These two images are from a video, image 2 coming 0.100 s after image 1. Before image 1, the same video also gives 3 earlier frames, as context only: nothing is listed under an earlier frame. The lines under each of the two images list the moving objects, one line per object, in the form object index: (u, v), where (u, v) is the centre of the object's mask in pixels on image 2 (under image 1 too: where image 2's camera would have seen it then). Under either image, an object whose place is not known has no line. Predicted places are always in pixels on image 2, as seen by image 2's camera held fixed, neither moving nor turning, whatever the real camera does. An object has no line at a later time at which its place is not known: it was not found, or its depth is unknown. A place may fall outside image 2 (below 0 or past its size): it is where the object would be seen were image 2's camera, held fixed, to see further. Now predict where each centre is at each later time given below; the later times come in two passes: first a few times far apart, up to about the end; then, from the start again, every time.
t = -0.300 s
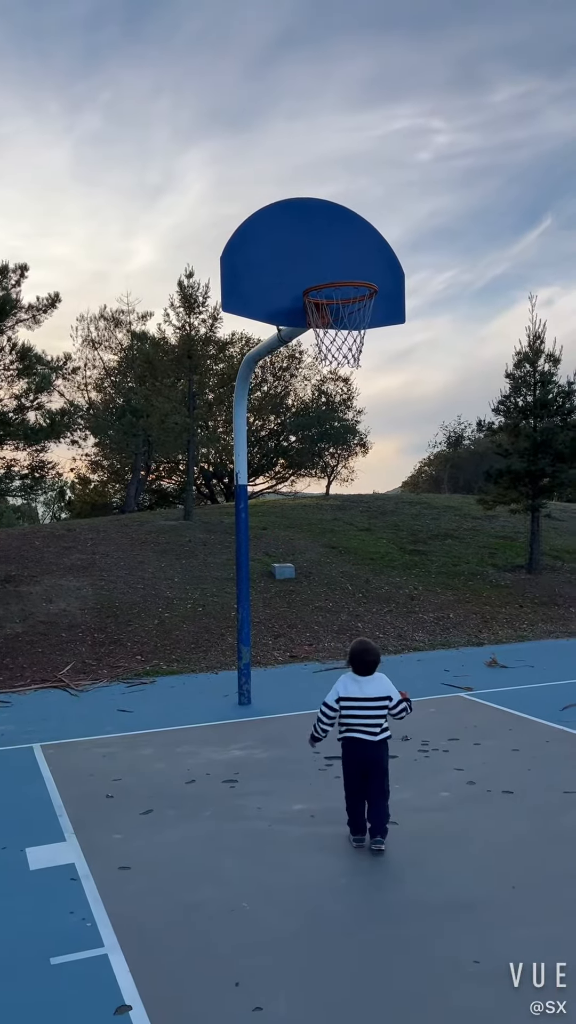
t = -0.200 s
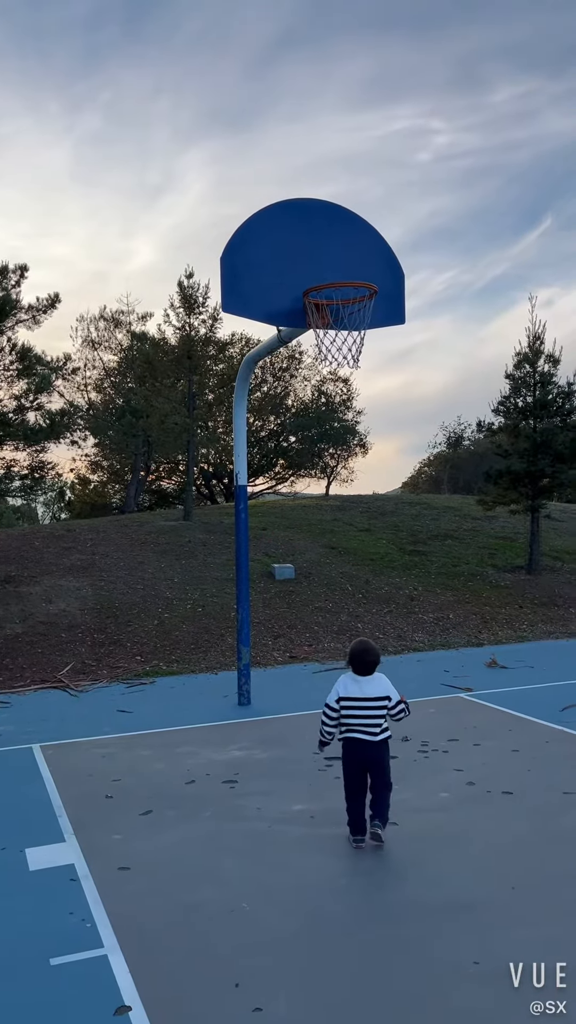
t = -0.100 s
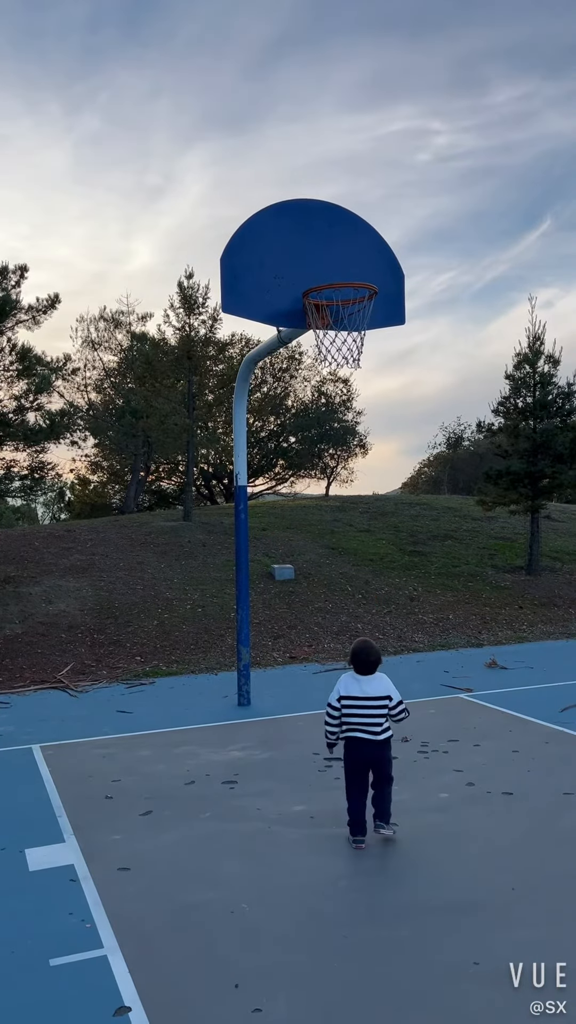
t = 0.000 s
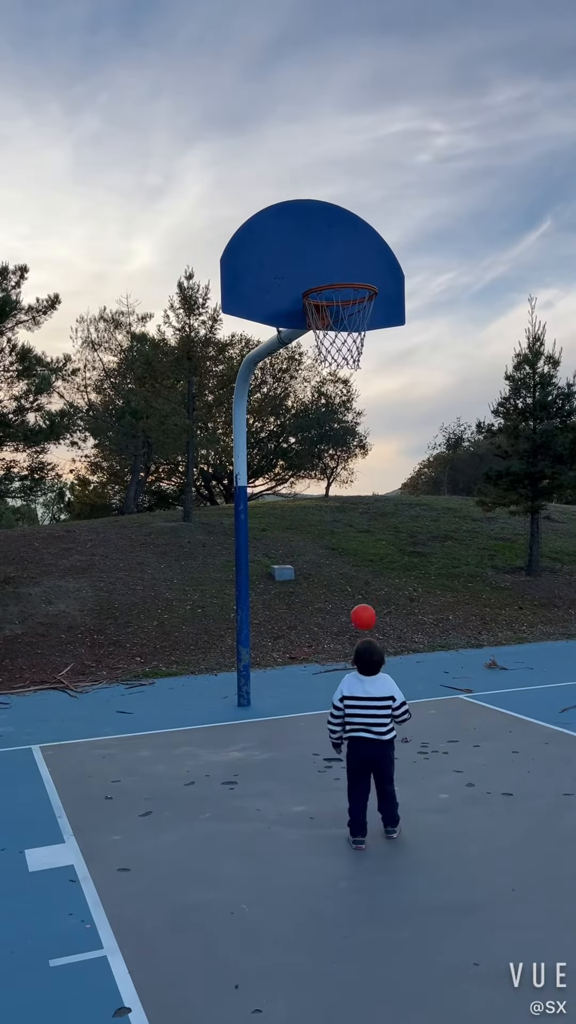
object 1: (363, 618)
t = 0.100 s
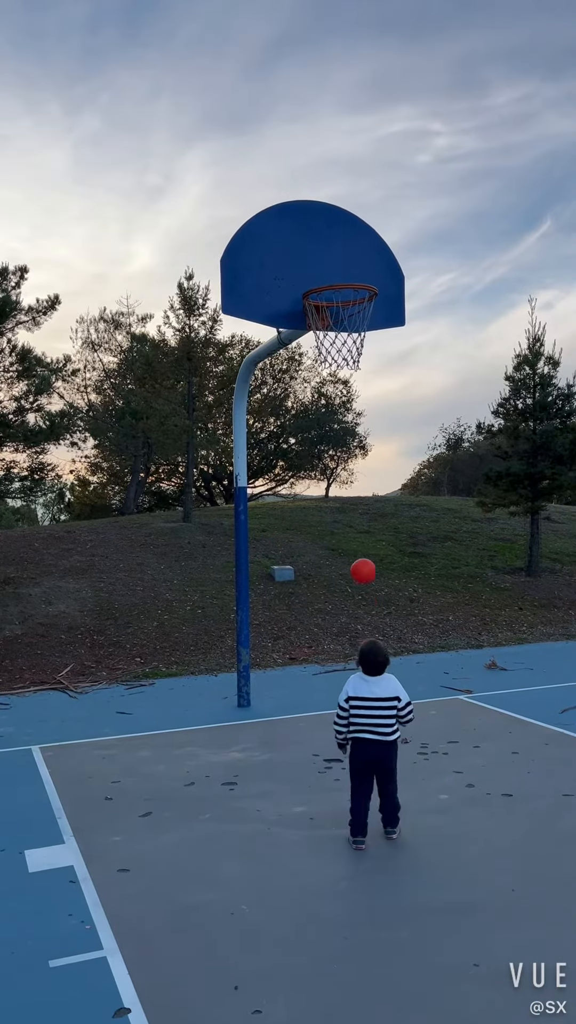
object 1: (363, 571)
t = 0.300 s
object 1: (364, 524)
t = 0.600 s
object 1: (365, 568)
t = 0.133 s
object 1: (363, 559)
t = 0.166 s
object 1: (363, 549)
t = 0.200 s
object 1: (364, 540)
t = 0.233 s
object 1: (364, 533)
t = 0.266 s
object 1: (363, 528)
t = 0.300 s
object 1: (364, 524)
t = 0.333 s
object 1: (364, 523)
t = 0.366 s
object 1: (364, 522)
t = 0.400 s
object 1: (364, 524)
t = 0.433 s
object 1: (364, 527)
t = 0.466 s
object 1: (364, 531)
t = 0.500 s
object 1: (364, 538)
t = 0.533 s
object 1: (364, 546)
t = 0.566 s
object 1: (364, 556)
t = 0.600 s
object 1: (365, 568)
